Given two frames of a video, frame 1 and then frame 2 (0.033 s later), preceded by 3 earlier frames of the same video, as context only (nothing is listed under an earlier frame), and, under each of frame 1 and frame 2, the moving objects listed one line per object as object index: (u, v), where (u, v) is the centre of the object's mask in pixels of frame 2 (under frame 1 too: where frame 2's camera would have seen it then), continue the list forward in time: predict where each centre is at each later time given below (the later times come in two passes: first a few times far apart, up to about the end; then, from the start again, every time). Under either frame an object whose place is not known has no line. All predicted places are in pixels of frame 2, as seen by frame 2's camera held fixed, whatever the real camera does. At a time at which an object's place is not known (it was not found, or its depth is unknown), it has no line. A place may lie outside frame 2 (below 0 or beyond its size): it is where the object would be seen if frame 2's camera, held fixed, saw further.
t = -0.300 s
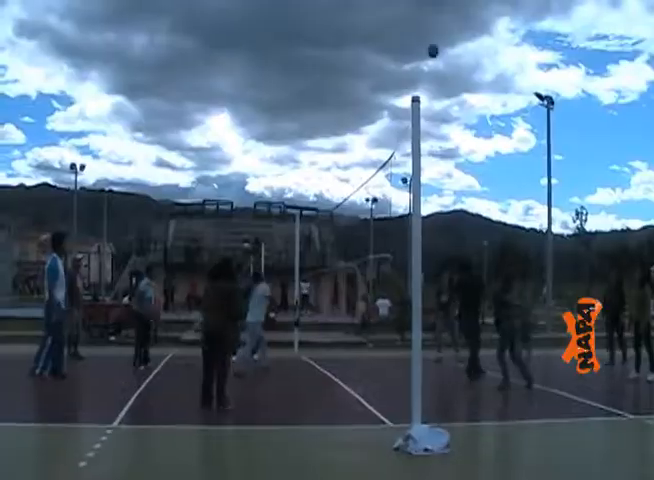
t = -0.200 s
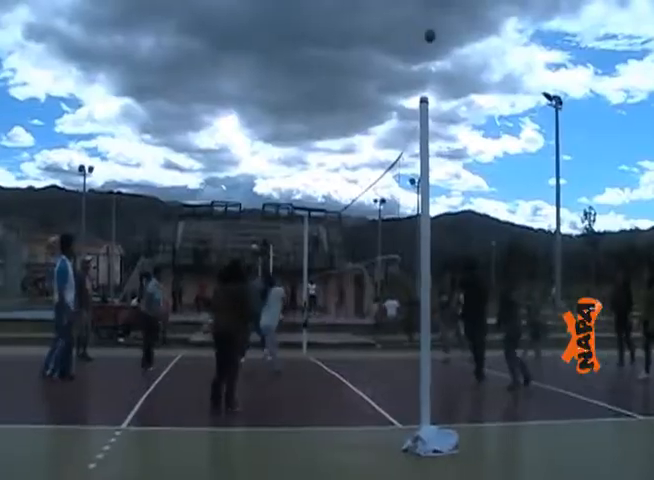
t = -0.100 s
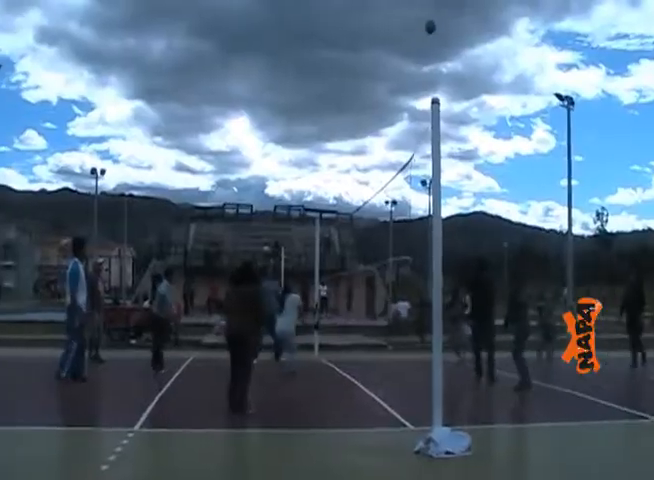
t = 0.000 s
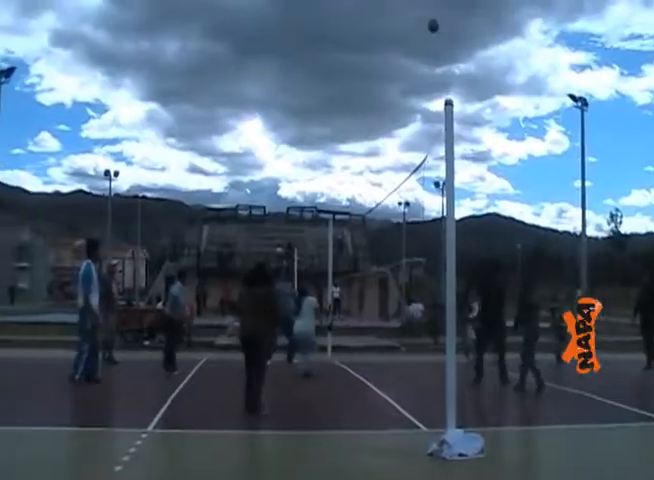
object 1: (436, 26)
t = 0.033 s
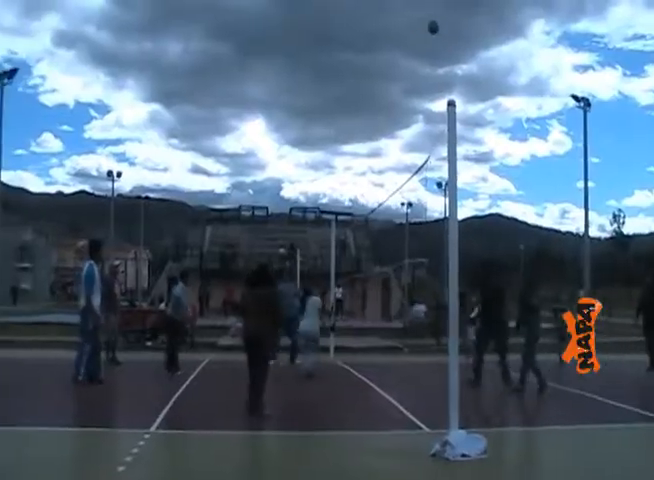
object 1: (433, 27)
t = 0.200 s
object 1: (417, 40)
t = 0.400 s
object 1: (399, 78)
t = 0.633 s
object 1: (378, 150)
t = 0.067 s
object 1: (430, 28)
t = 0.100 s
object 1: (426, 30)
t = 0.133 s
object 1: (423, 33)
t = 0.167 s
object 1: (420, 36)
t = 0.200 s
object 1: (417, 40)
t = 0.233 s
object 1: (415, 44)
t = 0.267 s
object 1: (411, 50)
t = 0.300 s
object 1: (409, 56)
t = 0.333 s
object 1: (406, 63)
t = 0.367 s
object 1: (403, 70)
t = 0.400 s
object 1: (399, 78)
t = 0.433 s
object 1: (396, 86)
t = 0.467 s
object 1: (393, 95)
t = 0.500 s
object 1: (390, 105)
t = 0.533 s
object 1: (387, 115)
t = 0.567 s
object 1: (384, 126)
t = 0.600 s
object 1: (381, 137)
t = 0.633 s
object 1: (378, 150)
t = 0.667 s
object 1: (375, 162)
